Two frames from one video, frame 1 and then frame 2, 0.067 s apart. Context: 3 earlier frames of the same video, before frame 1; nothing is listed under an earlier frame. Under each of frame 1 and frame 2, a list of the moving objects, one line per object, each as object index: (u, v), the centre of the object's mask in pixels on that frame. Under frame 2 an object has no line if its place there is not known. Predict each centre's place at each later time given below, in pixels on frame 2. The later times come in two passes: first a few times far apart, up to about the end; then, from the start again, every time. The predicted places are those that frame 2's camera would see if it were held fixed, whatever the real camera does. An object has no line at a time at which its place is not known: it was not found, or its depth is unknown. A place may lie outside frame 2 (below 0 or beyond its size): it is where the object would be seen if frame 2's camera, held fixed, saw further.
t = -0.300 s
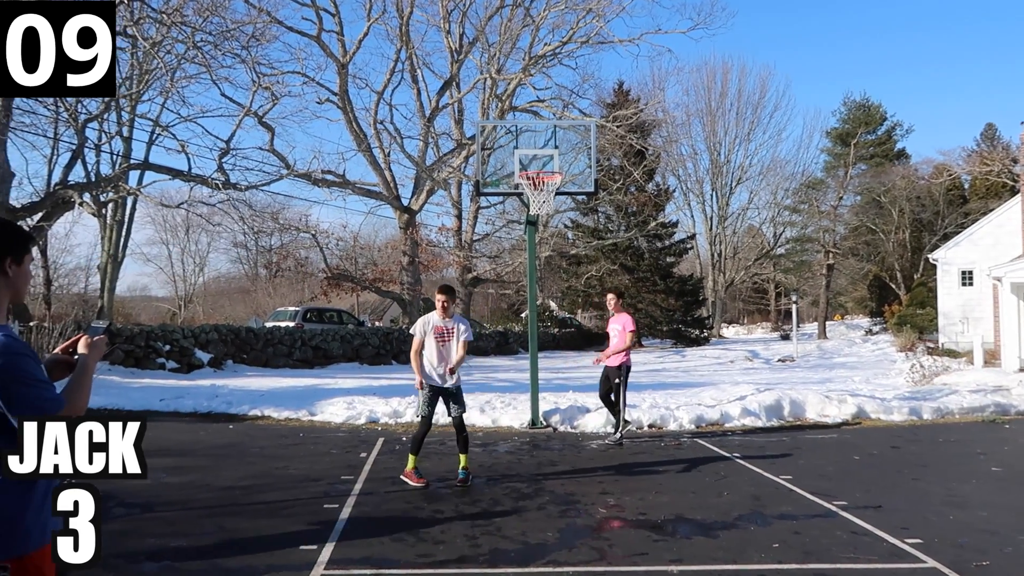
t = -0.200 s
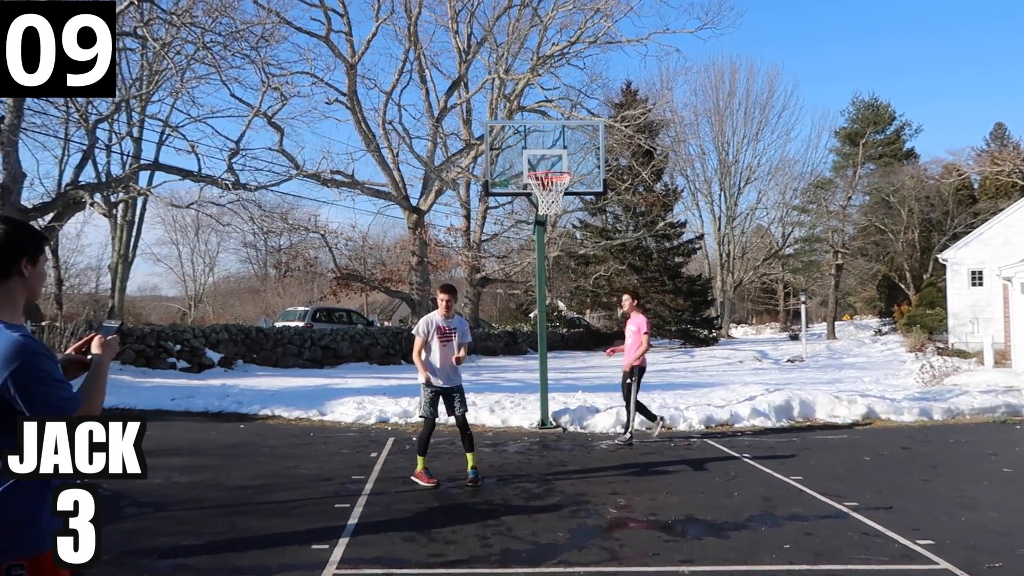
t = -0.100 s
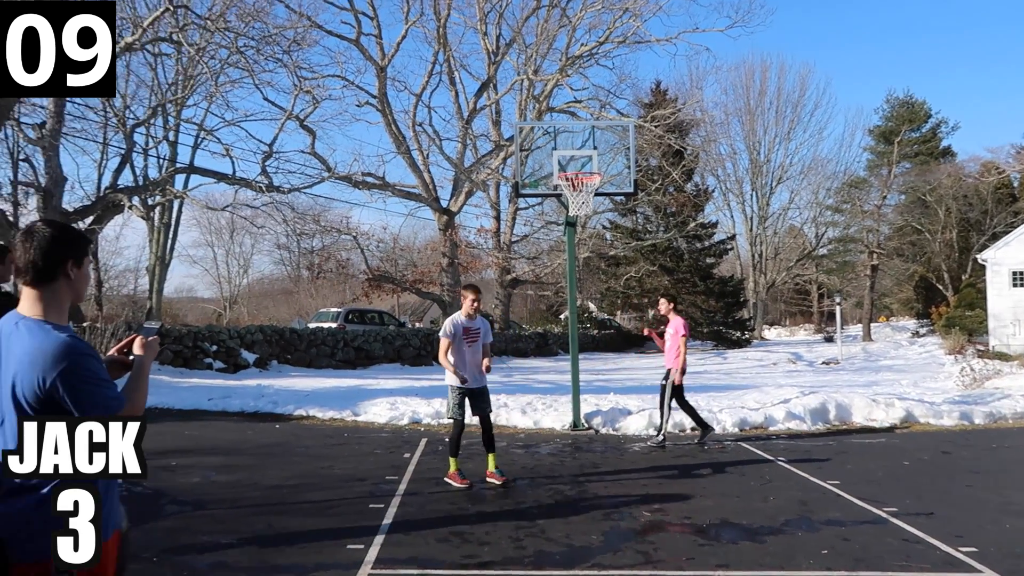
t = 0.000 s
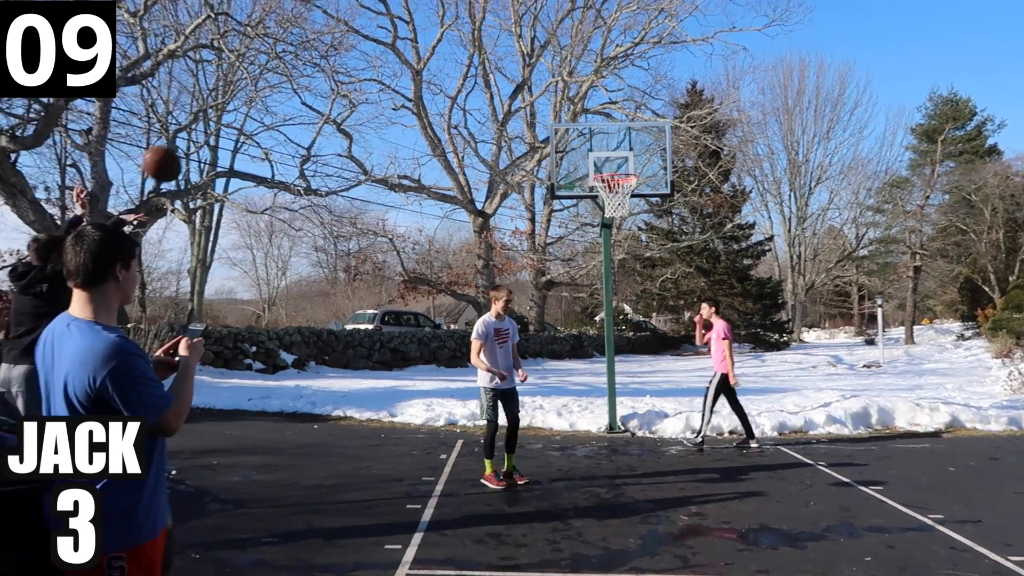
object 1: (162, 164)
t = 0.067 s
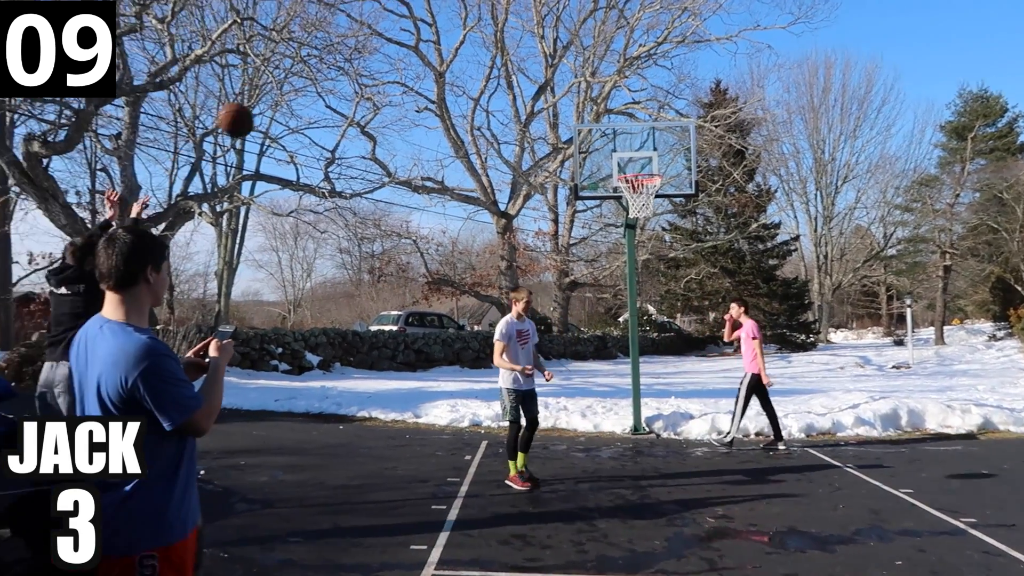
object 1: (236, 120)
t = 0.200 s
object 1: (316, 53)
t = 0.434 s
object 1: (432, 10)
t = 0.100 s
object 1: (256, 100)
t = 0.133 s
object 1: (277, 82)
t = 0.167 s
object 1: (297, 67)
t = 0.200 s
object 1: (316, 53)
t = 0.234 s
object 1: (335, 42)
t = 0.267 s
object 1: (353, 33)
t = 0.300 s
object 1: (370, 25)
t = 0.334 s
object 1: (386, 19)
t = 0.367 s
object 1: (402, 13)
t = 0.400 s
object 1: (417, 10)
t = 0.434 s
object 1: (432, 10)
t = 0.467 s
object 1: (446, 9)
